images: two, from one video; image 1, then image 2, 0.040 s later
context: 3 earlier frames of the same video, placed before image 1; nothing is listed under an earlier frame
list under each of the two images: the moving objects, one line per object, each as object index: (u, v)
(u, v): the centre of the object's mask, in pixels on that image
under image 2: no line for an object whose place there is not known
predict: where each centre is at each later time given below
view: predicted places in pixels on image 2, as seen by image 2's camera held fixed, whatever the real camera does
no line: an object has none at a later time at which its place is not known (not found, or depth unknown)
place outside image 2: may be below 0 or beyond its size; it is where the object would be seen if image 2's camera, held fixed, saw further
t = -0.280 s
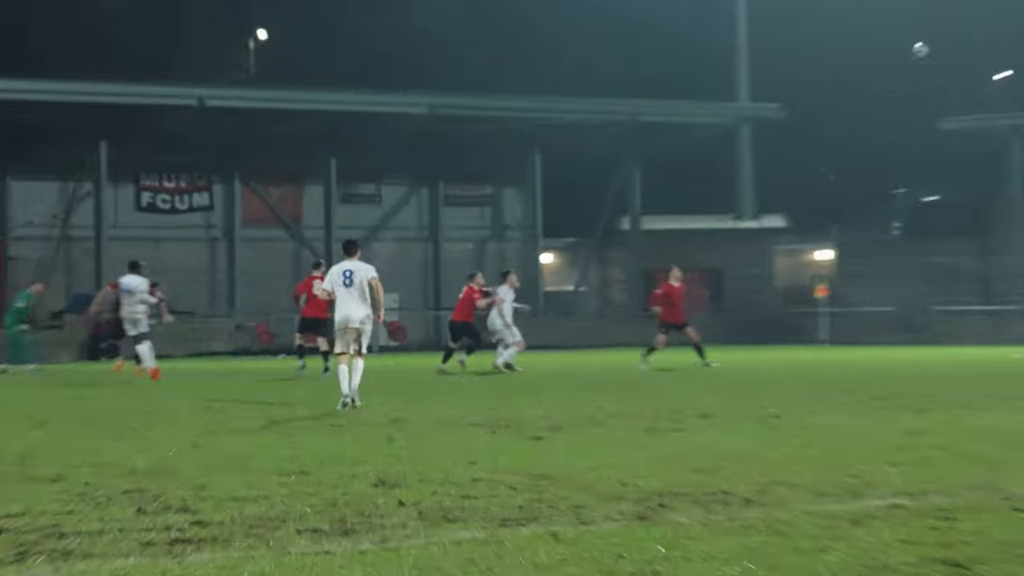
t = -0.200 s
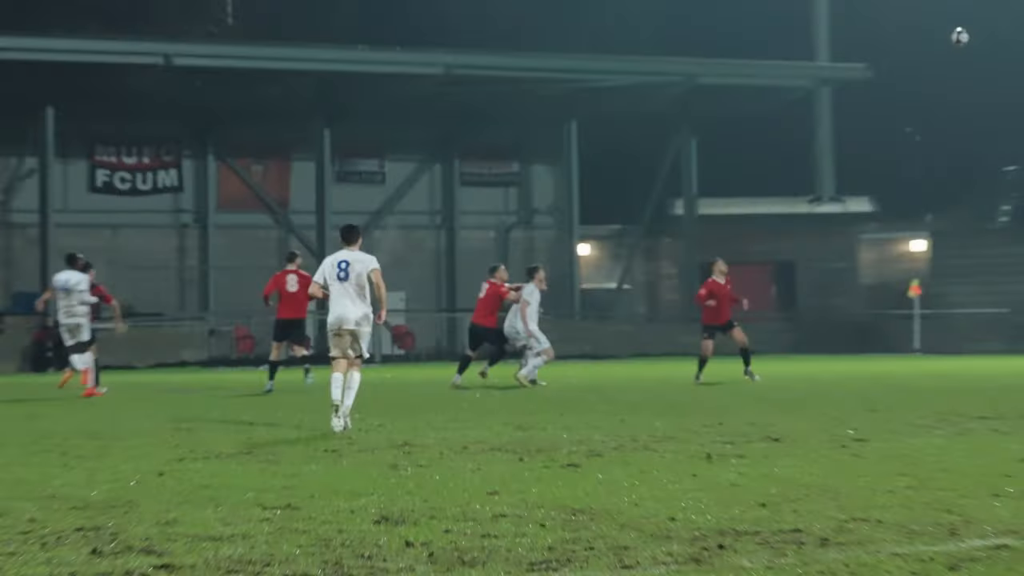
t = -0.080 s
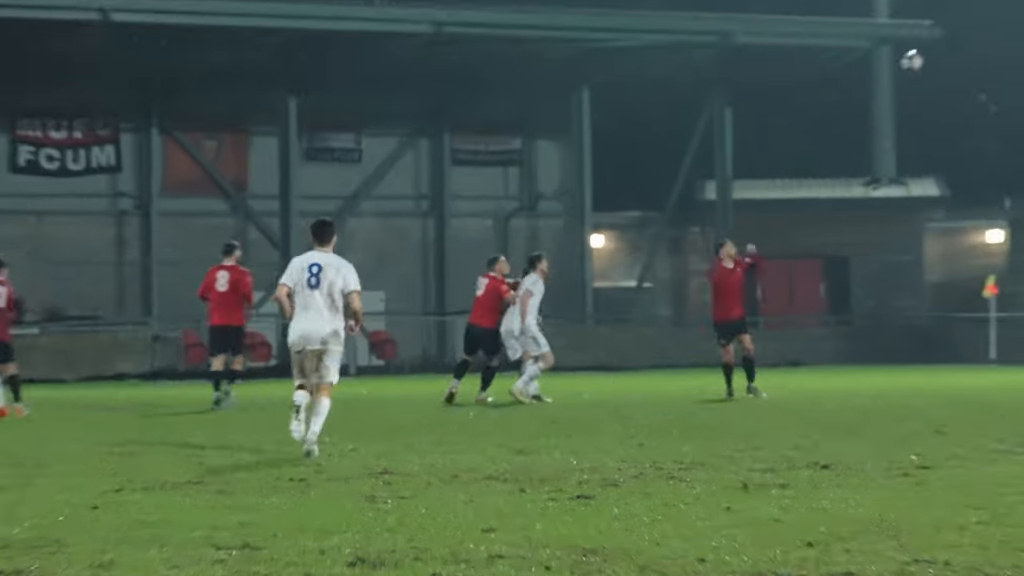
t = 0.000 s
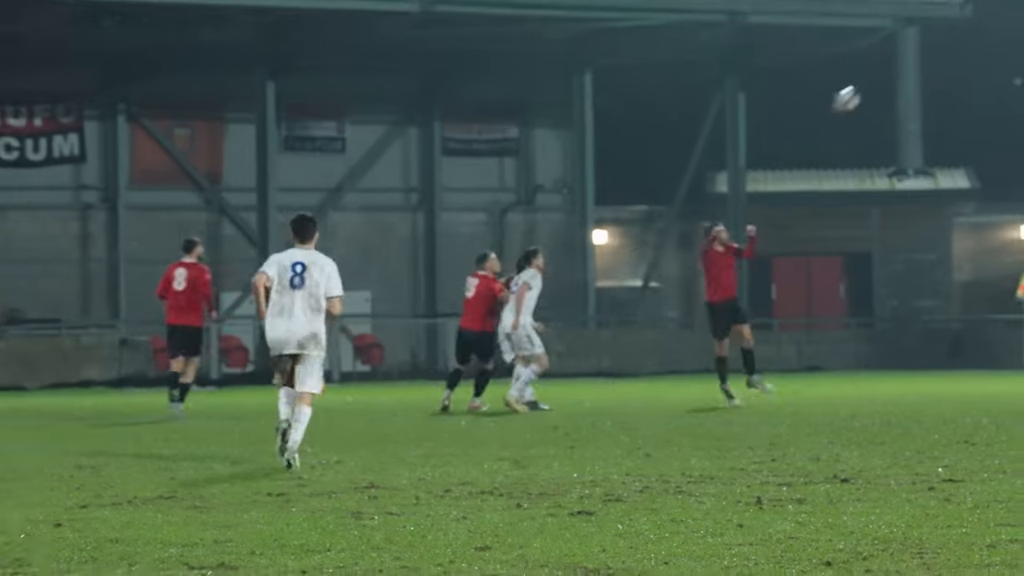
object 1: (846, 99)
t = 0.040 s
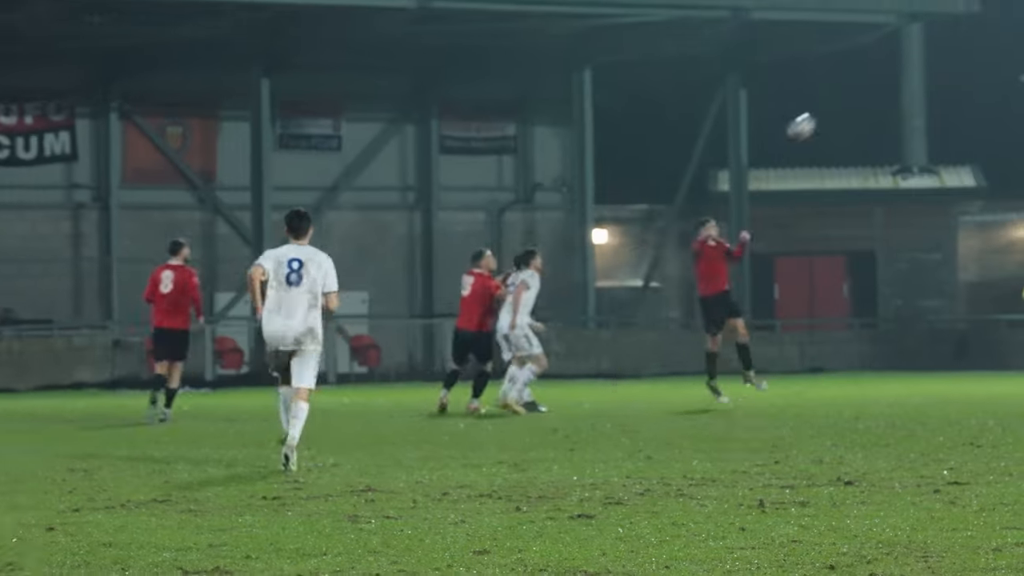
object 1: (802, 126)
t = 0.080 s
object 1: (757, 157)
